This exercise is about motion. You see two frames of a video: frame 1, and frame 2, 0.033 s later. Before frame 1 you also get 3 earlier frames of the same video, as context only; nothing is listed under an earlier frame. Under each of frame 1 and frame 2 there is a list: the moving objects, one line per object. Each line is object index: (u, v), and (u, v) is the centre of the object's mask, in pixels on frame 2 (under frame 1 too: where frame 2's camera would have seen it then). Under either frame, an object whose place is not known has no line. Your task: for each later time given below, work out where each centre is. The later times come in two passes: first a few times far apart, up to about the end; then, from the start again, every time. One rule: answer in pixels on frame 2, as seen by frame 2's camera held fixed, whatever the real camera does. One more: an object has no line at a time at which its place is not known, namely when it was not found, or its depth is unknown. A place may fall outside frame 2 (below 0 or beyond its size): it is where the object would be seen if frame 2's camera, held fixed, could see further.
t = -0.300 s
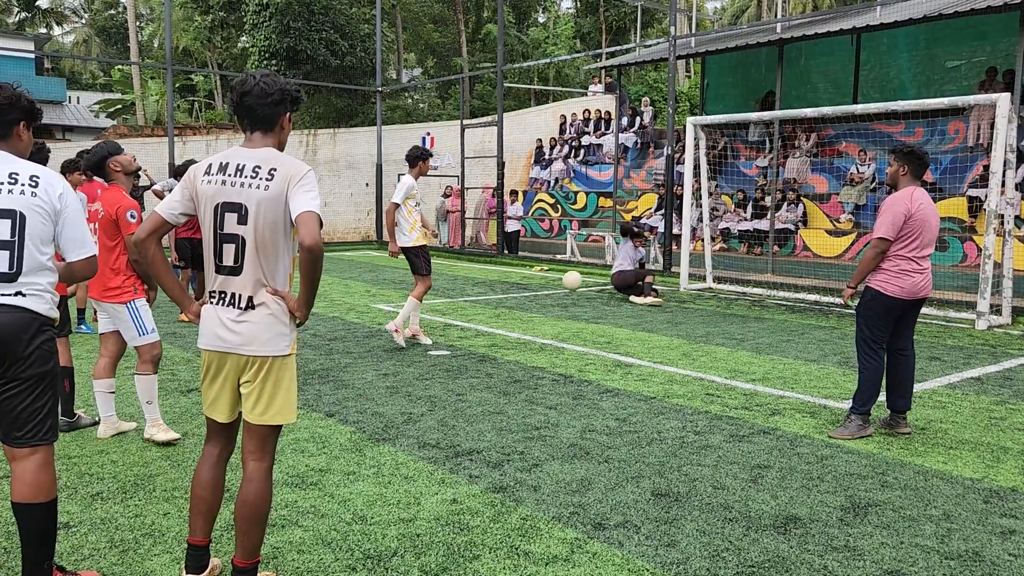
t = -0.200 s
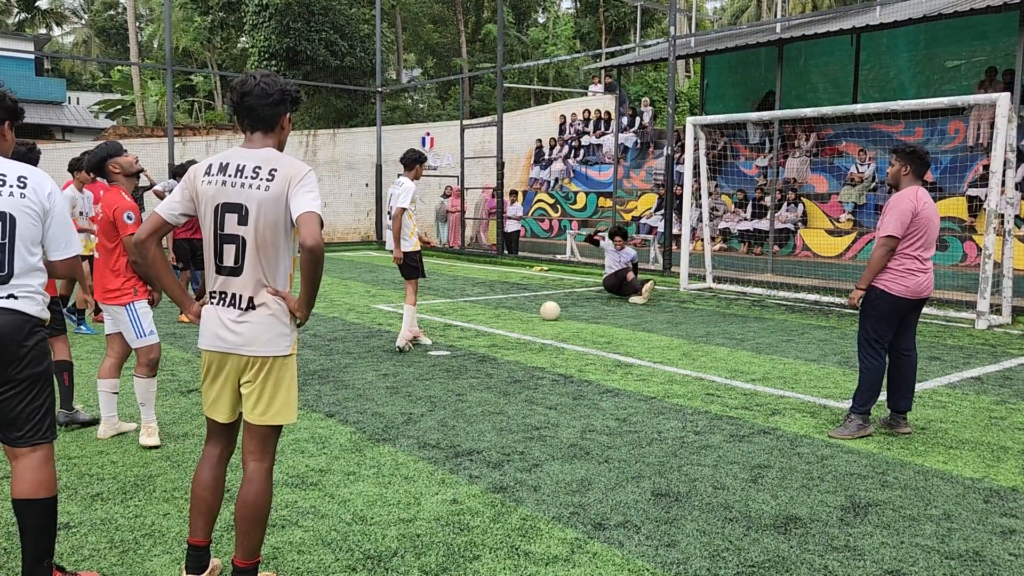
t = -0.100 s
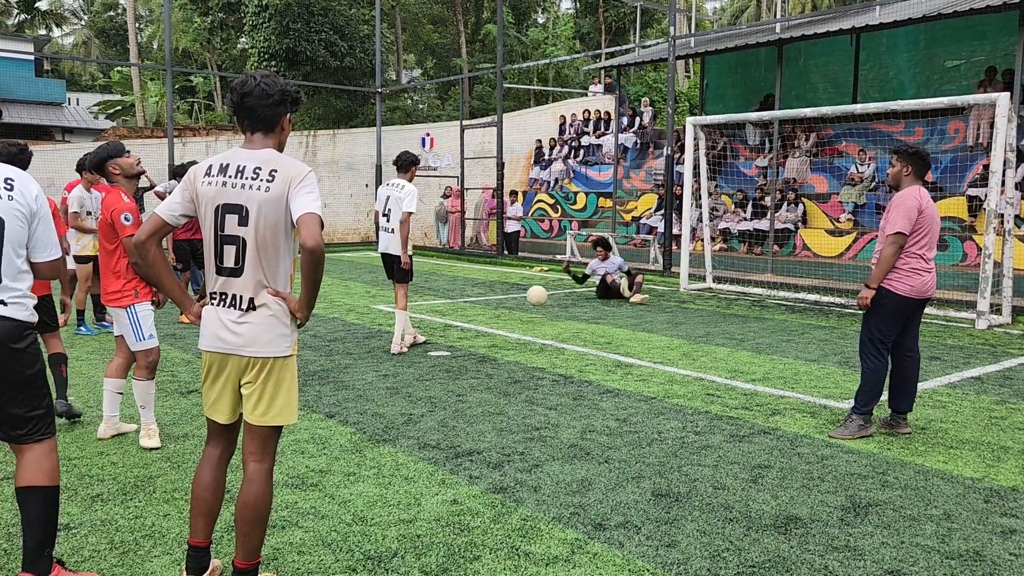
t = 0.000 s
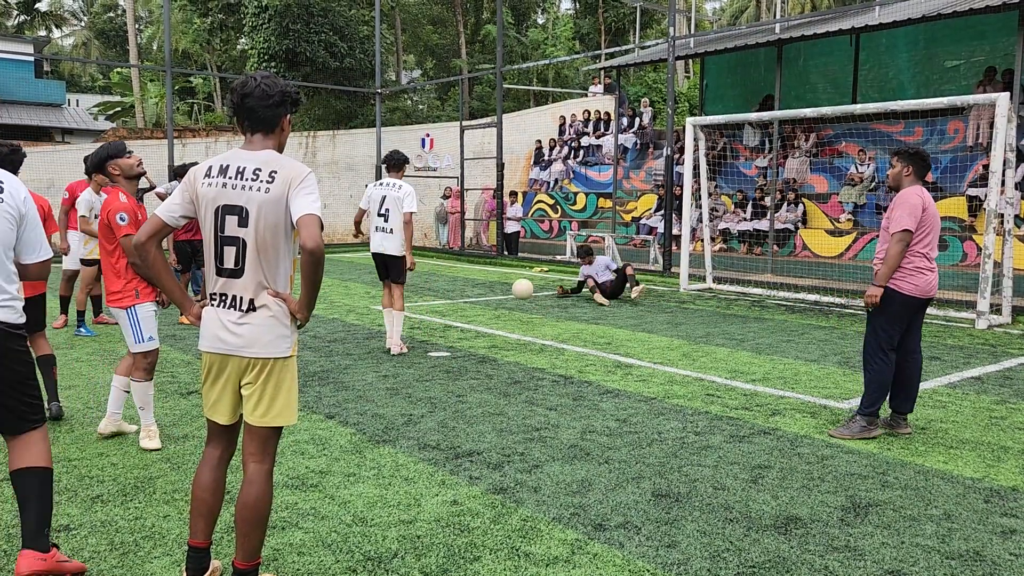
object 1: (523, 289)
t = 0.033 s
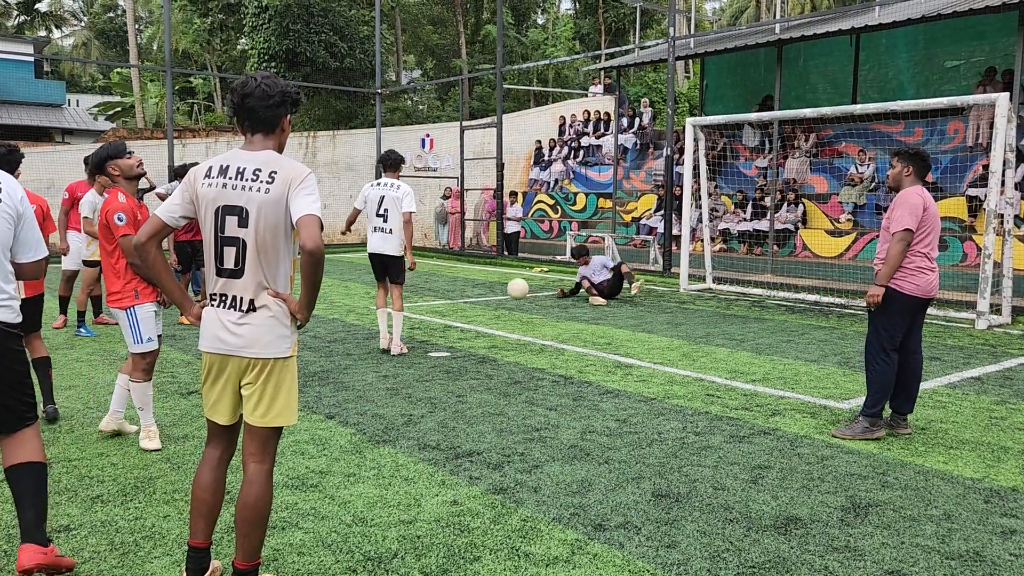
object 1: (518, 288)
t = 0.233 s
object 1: (485, 308)
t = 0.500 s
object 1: (433, 319)
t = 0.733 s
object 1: (380, 337)
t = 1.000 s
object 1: (313, 352)
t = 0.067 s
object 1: (513, 289)
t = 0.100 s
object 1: (507, 290)
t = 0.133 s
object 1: (502, 293)
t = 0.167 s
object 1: (497, 296)
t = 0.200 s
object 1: (492, 301)
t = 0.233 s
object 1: (485, 308)
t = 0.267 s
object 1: (480, 315)
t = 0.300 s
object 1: (474, 324)
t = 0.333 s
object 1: (468, 326)
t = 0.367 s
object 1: (462, 322)
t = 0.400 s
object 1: (455, 319)
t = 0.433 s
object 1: (448, 318)
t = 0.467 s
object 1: (441, 317)
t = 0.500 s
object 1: (433, 319)
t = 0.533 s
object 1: (426, 321)
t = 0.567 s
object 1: (419, 324)
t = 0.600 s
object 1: (411, 329)
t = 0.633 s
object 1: (404, 335)
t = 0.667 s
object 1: (395, 340)
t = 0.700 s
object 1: (388, 338)
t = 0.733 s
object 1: (380, 337)
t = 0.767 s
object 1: (372, 337)
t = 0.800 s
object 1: (364, 338)
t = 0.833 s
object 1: (356, 342)
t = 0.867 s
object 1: (348, 346)
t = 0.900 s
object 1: (340, 350)
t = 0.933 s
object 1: (332, 350)
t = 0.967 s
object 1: (322, 350)
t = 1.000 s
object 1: (313, 352)
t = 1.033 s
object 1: (304, 356)
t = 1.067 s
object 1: (295, 356)
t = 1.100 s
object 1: (286, 357)
